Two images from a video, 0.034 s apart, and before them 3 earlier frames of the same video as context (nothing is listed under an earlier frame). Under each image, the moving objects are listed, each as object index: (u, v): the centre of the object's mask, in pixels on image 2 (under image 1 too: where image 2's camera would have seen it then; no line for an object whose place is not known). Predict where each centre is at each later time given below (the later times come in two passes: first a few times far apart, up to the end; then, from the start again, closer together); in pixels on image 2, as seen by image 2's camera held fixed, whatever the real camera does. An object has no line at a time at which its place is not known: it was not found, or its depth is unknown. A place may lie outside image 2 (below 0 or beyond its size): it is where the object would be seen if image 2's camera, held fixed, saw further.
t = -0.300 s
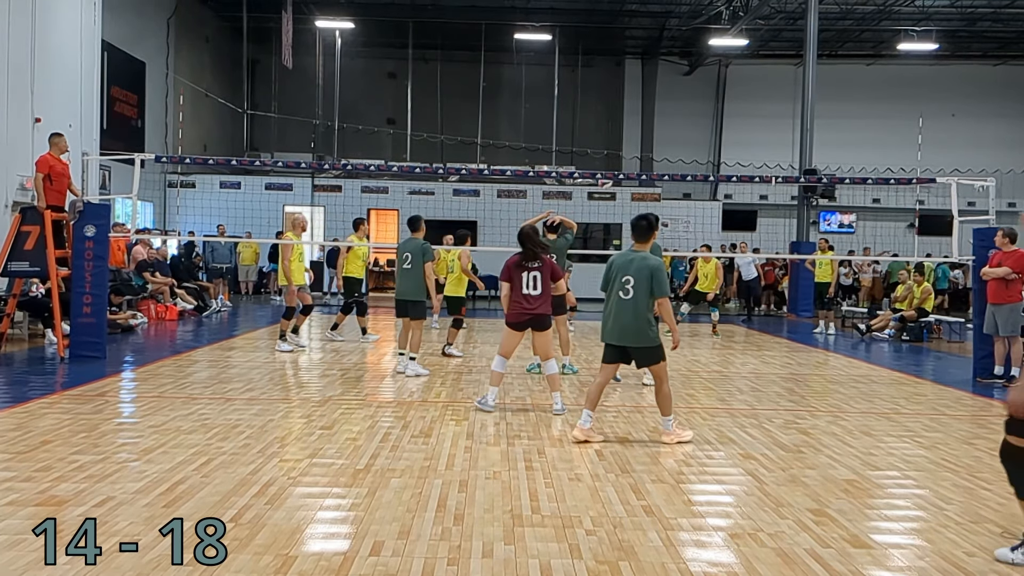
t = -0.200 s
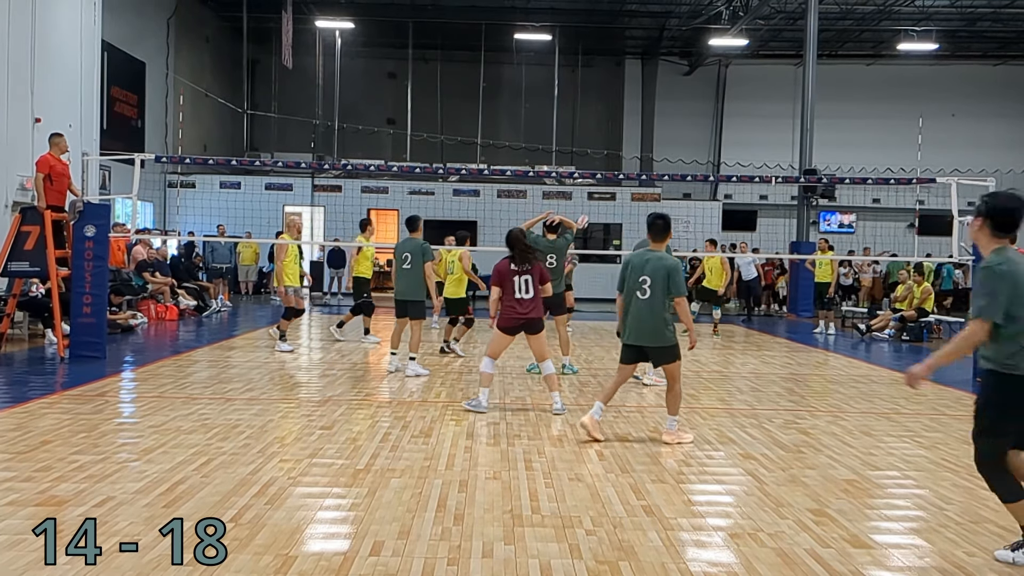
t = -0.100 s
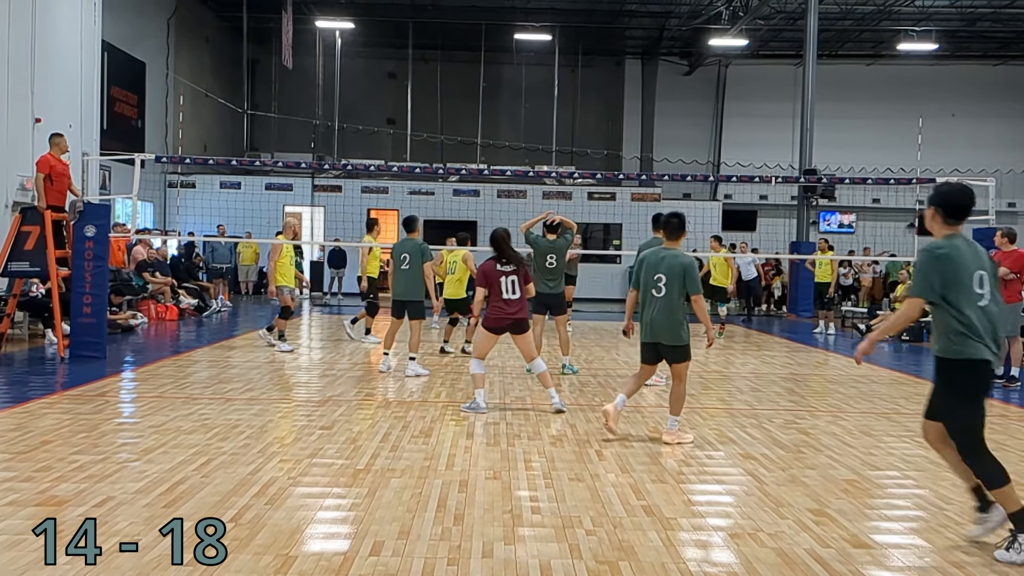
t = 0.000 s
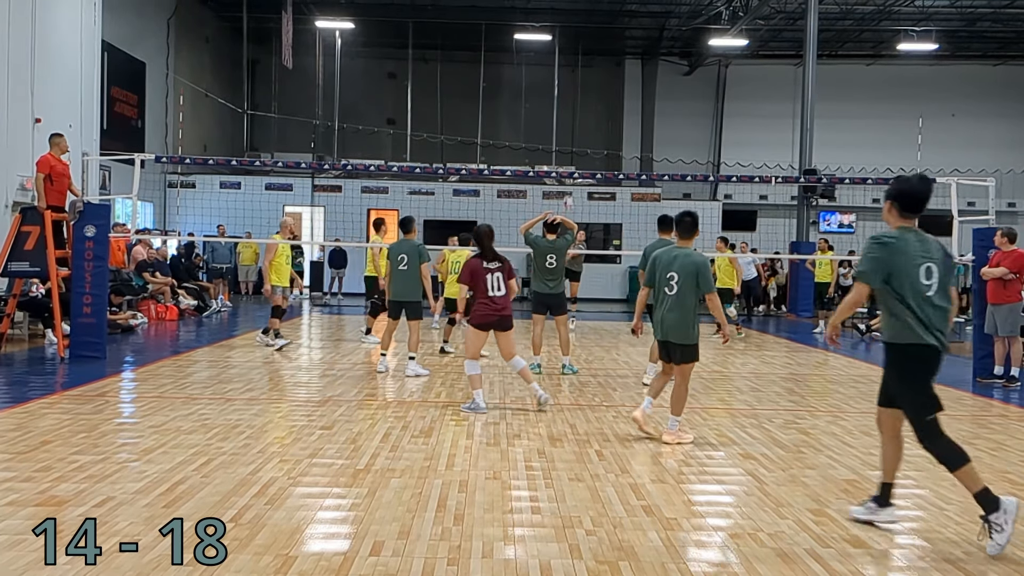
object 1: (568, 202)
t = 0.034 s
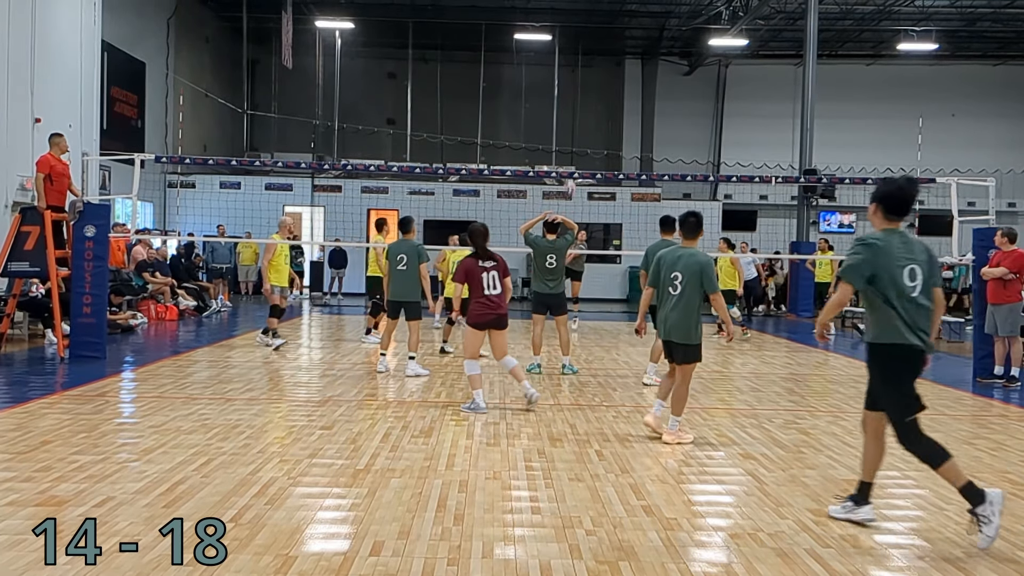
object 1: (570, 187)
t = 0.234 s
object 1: (578, 97)
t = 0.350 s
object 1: (582, 54)
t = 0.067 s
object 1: (571, 167)
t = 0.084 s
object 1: (572, 162)
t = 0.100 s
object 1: (573, 155)
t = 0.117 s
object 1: (573, 147)
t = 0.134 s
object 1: (574, 140)
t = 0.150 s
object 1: (574, 132)
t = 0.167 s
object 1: (575, 125)
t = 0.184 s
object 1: (576, 118)
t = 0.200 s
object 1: (577, 111)
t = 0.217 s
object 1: (577, 104)
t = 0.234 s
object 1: (578, 97)
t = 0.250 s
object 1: (579, 90)
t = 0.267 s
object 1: (579, 84)
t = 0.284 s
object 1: (580, 77)
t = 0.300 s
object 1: (581, 71)
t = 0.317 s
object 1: (581, 65)
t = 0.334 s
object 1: (582, 59)
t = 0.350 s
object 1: (582, 54)
